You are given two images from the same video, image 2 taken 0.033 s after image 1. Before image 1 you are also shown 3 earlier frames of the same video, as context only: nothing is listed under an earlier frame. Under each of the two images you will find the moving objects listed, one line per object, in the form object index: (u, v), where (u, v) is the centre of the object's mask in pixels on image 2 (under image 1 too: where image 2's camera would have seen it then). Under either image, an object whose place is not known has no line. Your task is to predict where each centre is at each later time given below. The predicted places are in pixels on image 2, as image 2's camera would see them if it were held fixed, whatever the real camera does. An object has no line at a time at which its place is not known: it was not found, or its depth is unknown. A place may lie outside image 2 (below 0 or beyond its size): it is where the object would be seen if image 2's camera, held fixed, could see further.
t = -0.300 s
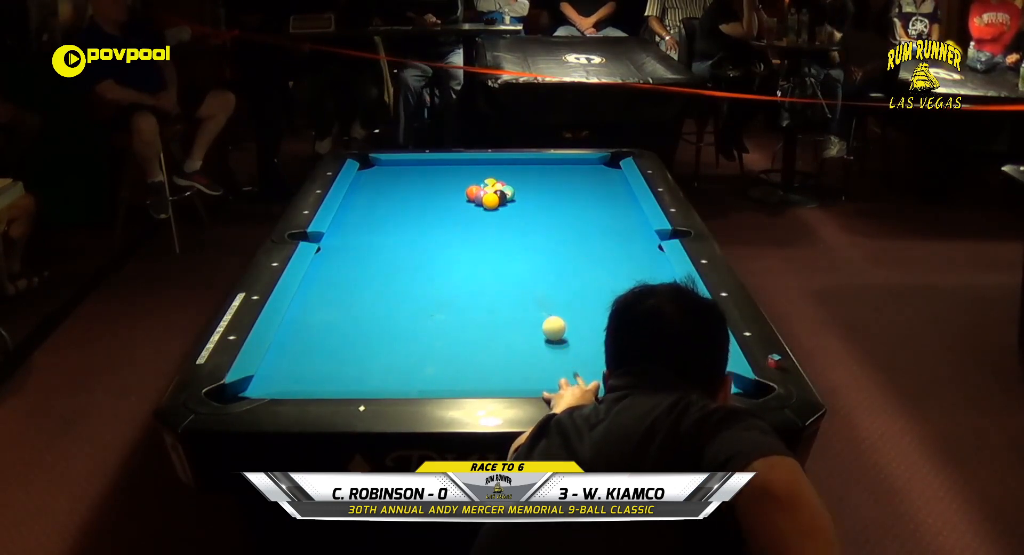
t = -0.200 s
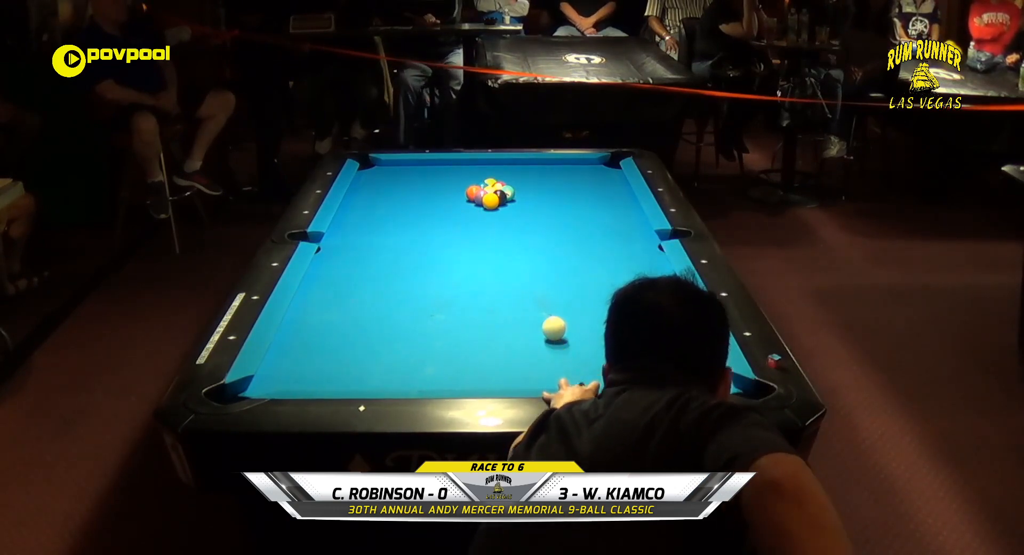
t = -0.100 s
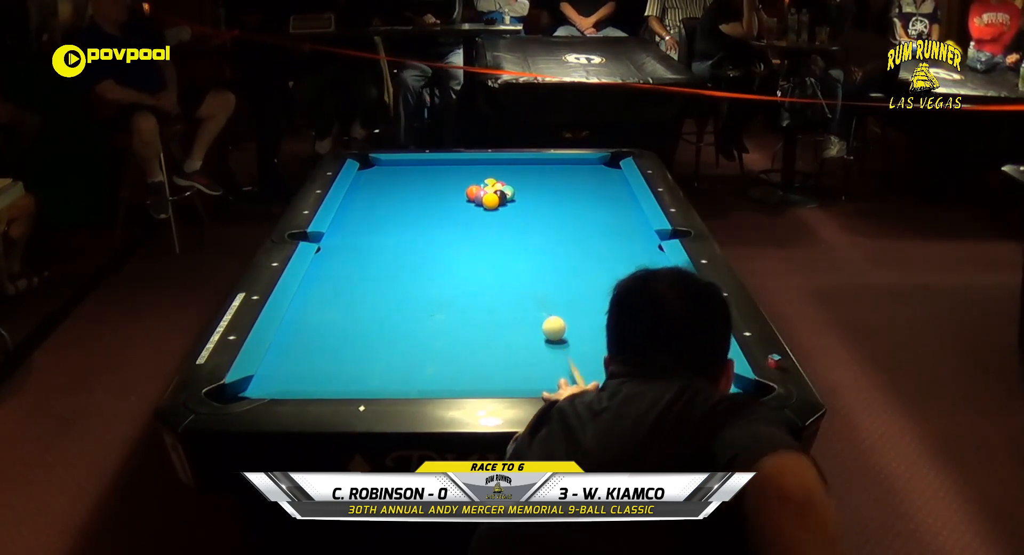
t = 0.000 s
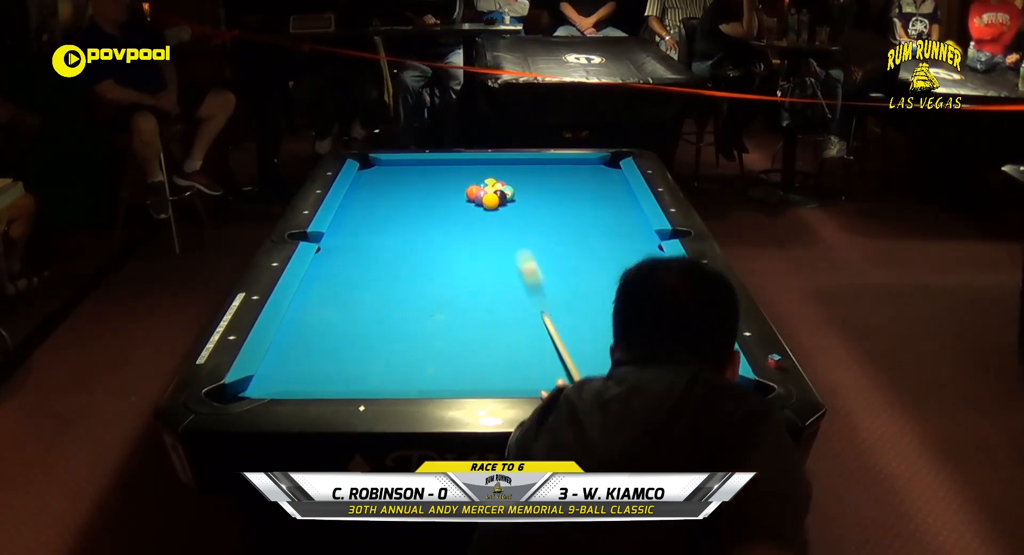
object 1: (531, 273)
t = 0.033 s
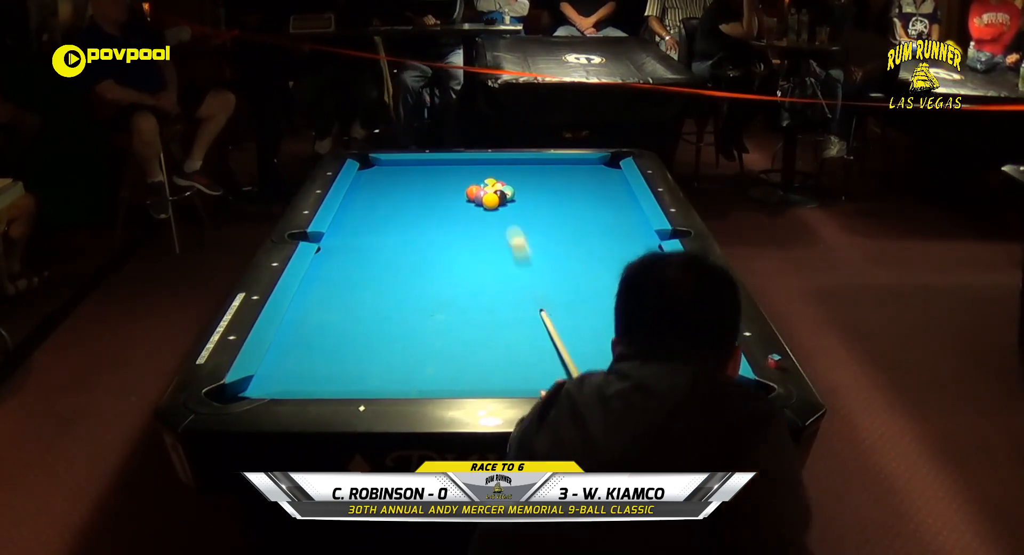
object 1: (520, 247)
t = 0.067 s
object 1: (510, 225)
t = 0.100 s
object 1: (503, 206)
